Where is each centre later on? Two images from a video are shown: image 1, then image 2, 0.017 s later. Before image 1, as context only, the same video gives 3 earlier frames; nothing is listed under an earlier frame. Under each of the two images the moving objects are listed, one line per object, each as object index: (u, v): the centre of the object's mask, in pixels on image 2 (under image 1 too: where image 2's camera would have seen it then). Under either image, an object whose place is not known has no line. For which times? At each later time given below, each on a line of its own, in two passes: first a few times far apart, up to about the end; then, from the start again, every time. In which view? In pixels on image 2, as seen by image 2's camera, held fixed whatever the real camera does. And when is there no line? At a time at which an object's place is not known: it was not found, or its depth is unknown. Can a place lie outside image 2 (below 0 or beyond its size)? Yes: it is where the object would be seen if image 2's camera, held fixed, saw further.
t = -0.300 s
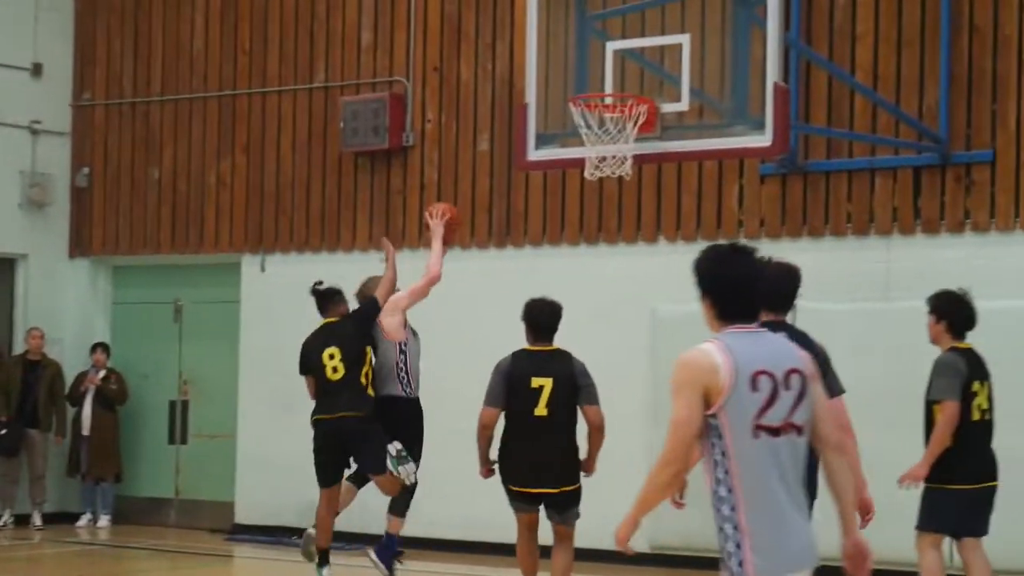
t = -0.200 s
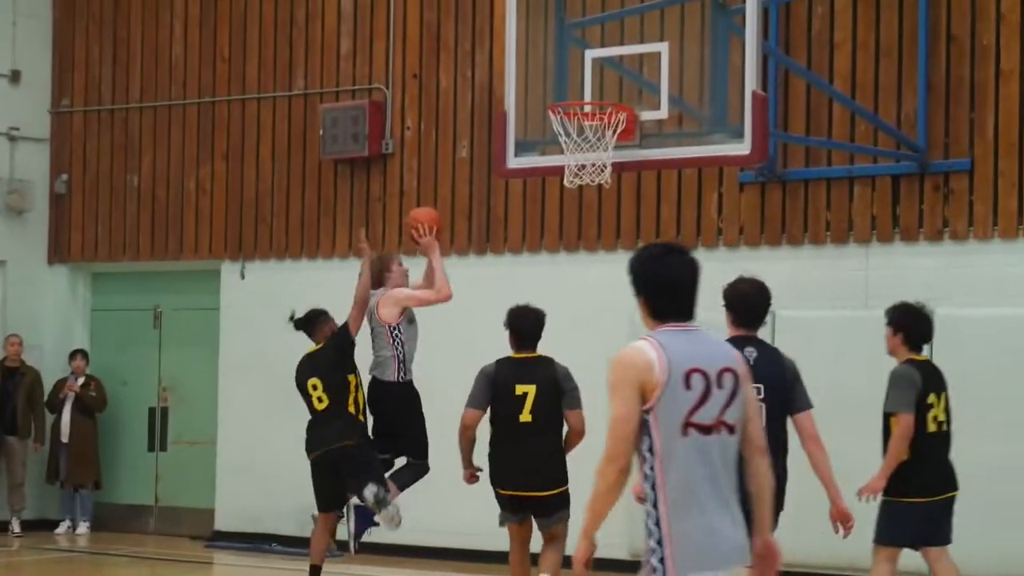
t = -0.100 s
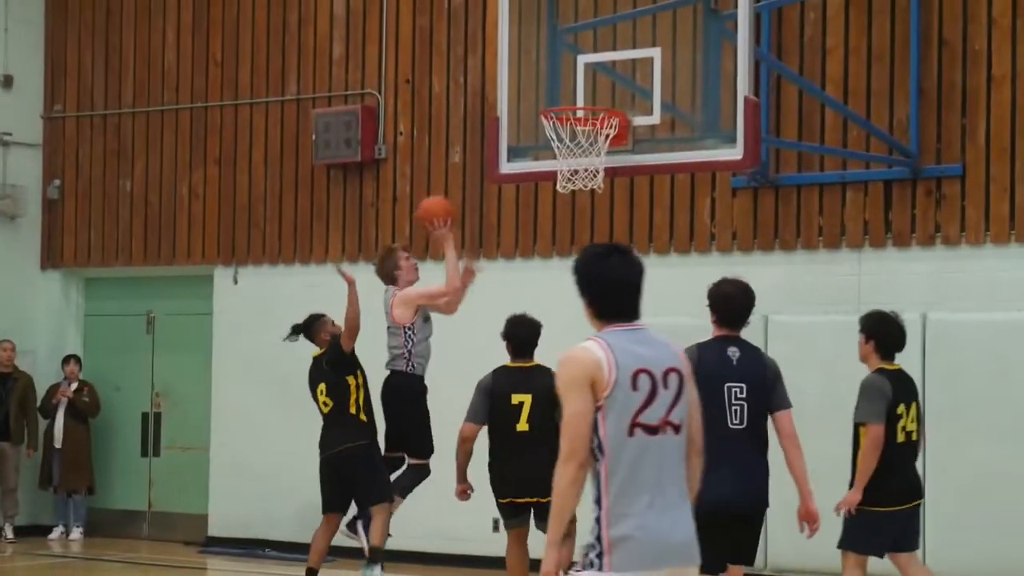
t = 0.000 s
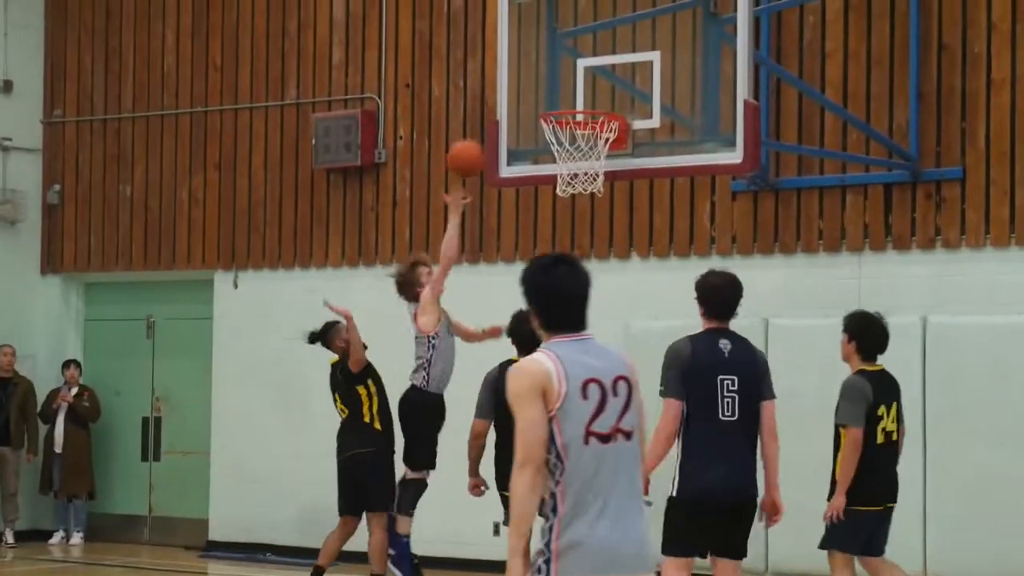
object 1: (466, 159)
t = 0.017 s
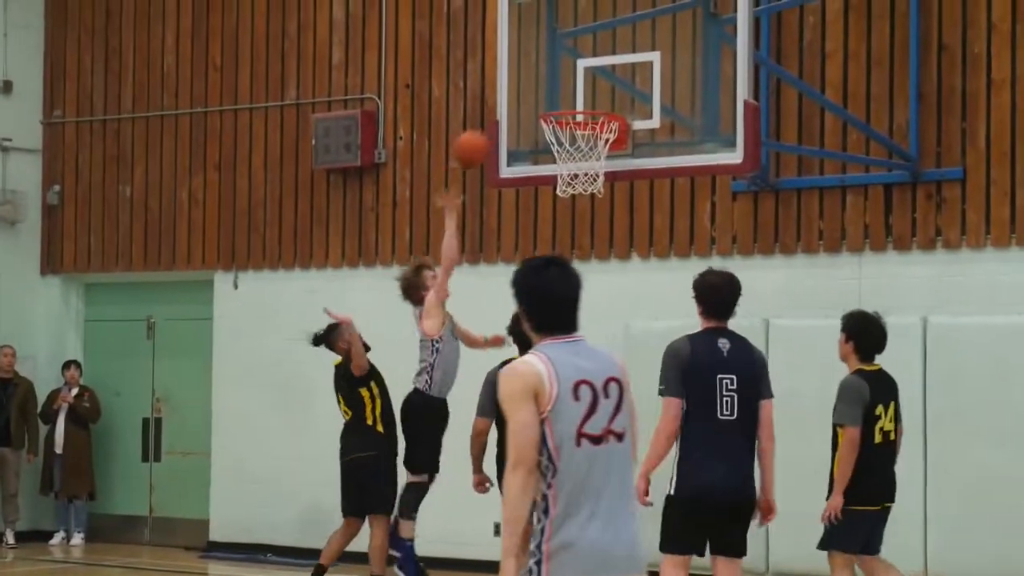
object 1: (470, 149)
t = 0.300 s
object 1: (554, 56)
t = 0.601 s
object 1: (578, 96)
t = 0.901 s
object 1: (576, 227)
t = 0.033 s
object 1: (476, 138)
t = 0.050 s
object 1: (481, 131)
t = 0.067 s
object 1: (488, 123)
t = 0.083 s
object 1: (493, 116)
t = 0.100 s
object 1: (499, 108)
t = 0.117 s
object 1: (505, 102)
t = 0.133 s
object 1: (511, 96)
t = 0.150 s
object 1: (516, 89)
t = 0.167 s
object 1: (521, 83)
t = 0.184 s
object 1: (527, 79)
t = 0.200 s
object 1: (531, 74)
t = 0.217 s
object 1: (536, 69)
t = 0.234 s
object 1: (542, 65)
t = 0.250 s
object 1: (549, 62)
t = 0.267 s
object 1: (553, 59)
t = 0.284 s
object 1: (554, 57)
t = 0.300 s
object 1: (554, 56)
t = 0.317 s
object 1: (557, 54)
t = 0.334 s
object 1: (558, 53)
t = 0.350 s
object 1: (559, 53)
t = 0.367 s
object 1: (560, 53)
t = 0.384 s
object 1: (561, 53)
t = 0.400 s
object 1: (562, 54)
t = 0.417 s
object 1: (563, 56)
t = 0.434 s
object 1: (564, 57)
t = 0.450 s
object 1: (566, 60)
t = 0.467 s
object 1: (567, 62)
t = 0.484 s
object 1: (570, 66)
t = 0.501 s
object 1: (570, 69)
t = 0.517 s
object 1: (571, 73)
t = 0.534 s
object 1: (573, 78)
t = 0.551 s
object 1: (573, 83)
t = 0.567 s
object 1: (575, 88)
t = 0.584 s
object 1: (577, 93)
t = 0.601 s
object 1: (578, 96)
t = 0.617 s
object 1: (579, 100)
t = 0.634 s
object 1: (581, 103)
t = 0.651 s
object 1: (580, 121)
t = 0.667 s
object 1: (582, 130)
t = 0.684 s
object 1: (584, 137)
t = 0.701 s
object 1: (584, 143)
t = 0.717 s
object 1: (584, 153)
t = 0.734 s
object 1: (582, 161)
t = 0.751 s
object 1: (582, 164)
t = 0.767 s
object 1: (580, 172)
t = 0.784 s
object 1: (581, 178)
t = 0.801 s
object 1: (581, 182)
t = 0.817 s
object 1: (579, 188)
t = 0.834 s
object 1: (579, 194)
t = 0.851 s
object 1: (579, 202)
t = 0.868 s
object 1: (578, 210)
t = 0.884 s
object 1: (577, 218)
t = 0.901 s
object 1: (576, 227)
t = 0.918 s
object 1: (575, 237)
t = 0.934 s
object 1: (574, 247)
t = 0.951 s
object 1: (573, 257)
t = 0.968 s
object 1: (572, 268)
